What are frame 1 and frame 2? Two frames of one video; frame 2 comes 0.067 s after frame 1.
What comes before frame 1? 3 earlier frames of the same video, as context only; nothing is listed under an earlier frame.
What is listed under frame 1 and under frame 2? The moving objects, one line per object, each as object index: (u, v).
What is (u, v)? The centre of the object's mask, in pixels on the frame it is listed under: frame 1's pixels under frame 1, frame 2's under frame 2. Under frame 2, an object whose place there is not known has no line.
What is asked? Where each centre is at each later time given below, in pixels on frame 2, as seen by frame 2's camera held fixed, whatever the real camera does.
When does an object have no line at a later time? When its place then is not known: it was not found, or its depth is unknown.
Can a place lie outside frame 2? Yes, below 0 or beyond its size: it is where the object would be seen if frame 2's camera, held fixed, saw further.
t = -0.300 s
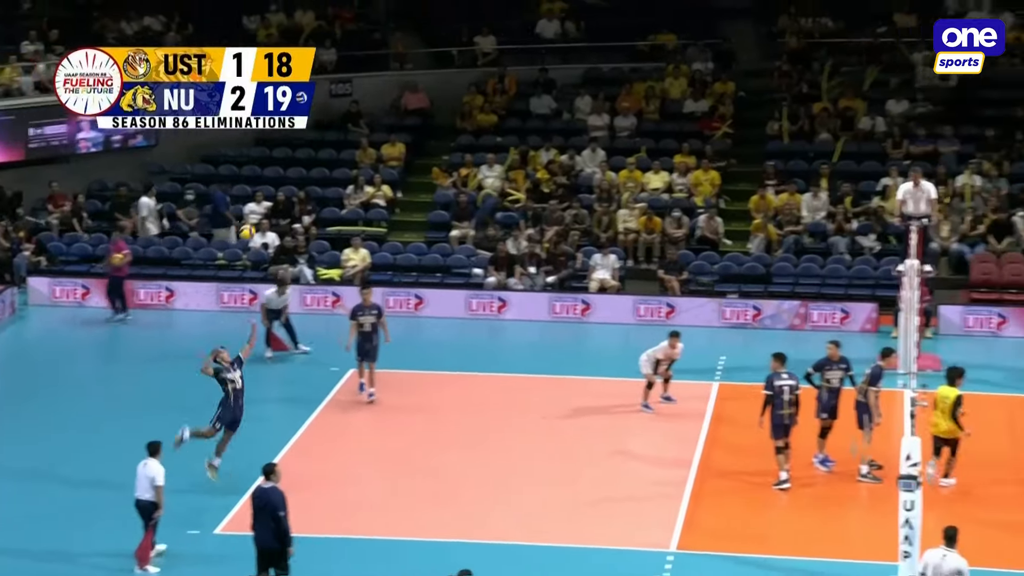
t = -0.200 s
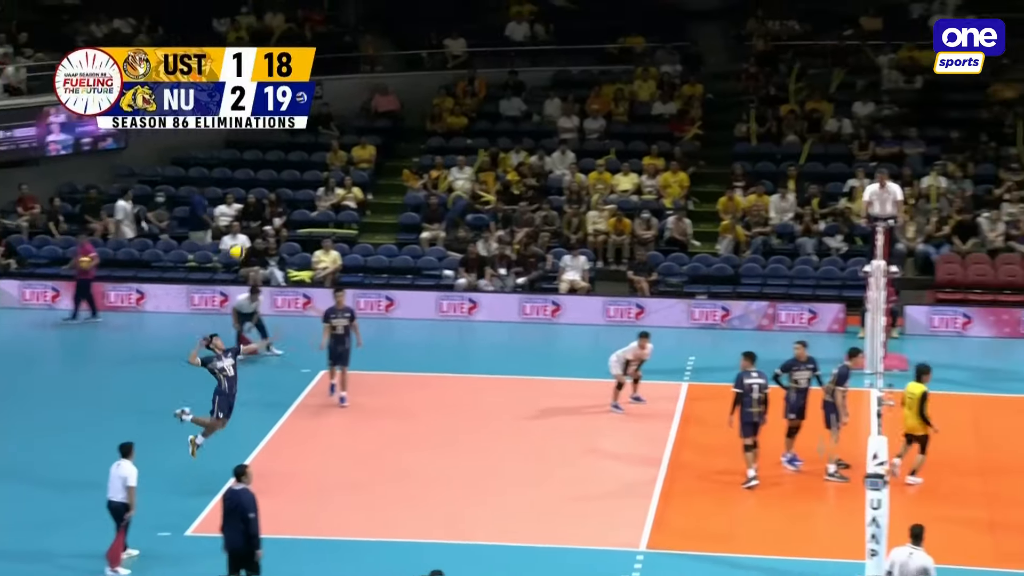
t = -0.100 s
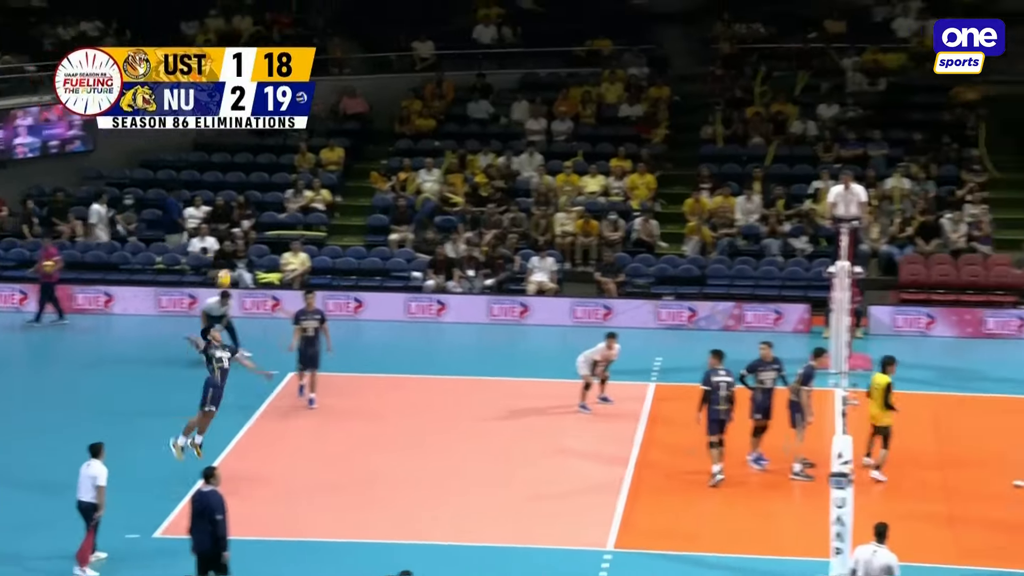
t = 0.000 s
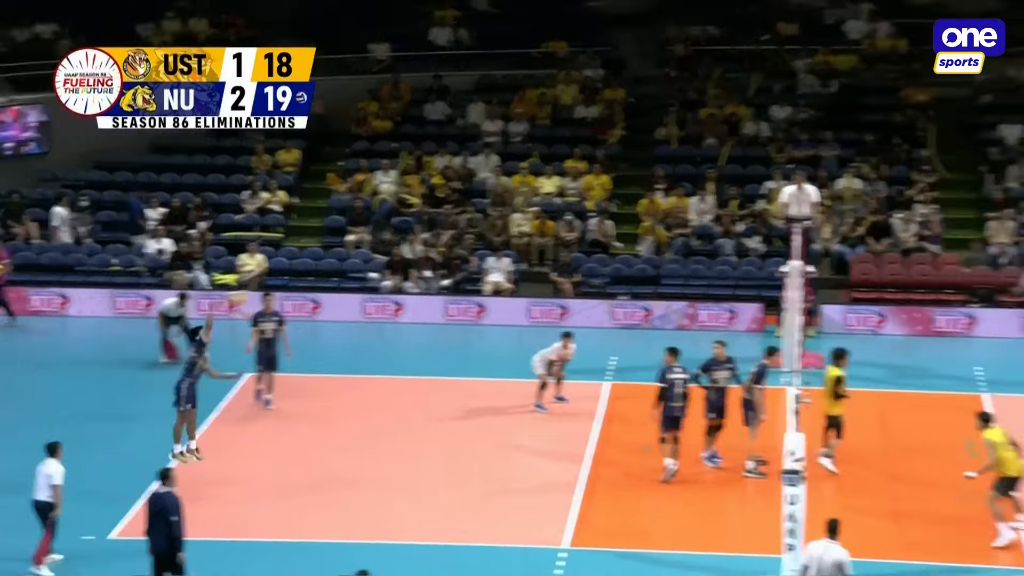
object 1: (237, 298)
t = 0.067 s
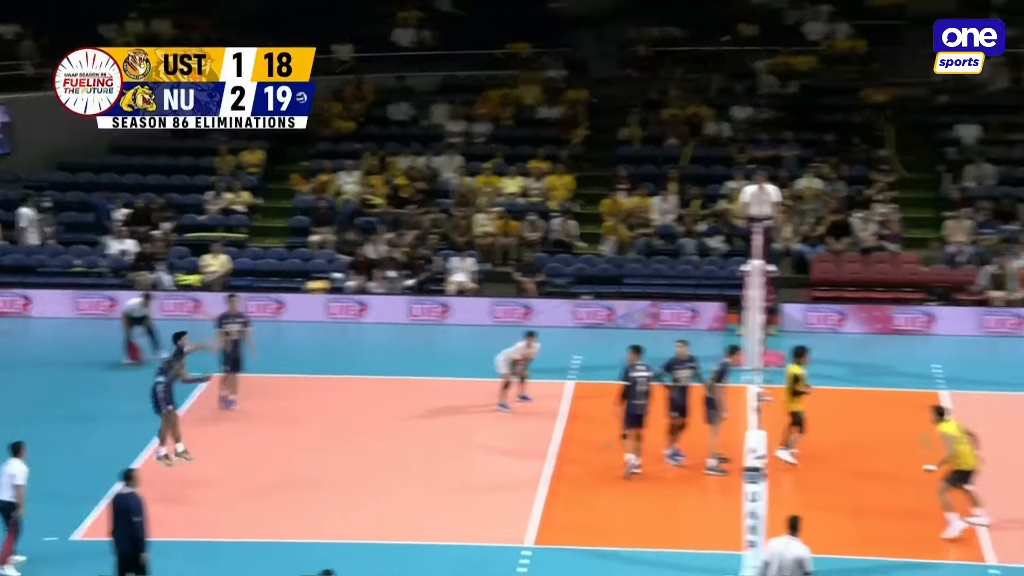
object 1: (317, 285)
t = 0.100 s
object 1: (373, 282)
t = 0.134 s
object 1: (427, 281)
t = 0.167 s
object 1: (481, 280)
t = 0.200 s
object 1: (532, 280)
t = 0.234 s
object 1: (584, 281)
